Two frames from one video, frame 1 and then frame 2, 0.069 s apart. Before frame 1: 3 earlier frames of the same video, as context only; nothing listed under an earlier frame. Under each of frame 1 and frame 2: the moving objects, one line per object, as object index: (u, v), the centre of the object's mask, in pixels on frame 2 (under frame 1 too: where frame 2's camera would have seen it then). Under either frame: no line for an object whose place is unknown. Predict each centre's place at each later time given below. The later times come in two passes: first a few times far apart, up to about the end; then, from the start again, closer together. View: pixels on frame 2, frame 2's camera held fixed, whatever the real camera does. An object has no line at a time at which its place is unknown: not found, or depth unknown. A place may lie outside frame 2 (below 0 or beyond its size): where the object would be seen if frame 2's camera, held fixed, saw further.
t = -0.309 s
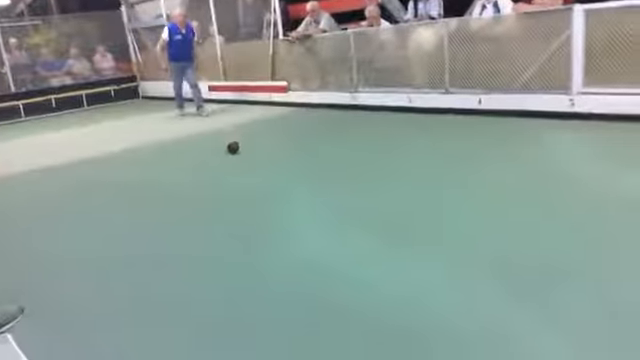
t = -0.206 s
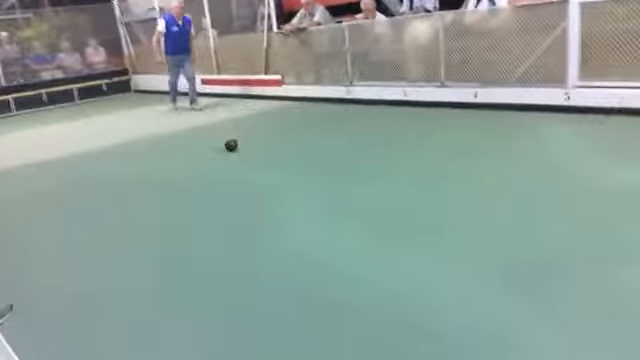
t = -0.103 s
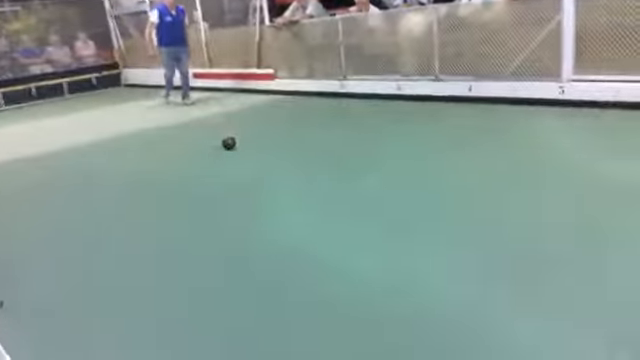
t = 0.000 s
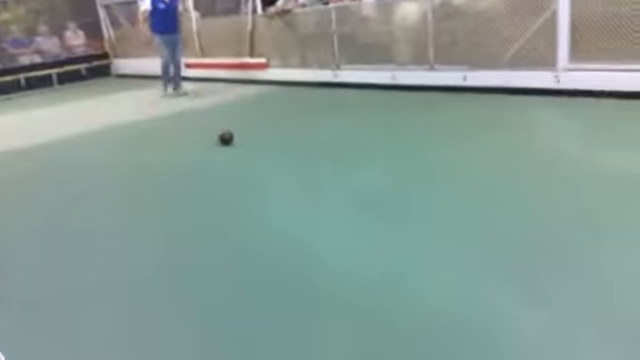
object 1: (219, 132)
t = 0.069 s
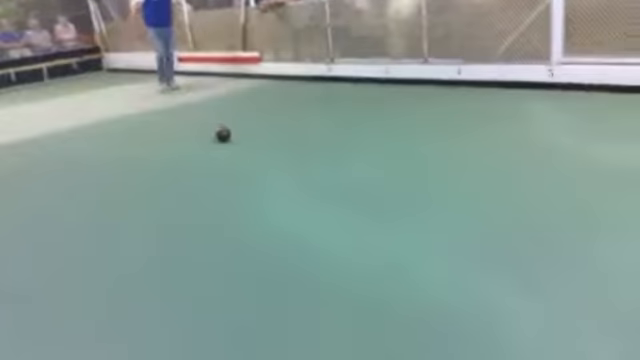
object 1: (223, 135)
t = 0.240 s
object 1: (233, 142)
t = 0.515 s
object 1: (253, 154)
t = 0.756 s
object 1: (275, 171)
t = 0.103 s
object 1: (225, 136)
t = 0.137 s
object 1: (227, 137)
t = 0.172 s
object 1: (229, 138)
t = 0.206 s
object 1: (231, 140)
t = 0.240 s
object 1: (233, 142)
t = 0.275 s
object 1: (236, 143)
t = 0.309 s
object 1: (238, 144)
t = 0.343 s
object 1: (240, 146)
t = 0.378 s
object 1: (243, 147)
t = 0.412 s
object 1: (245, 149)
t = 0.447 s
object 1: (248, 151)
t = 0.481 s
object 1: (251, 152)
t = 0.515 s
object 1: (253, 154)
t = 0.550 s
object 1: (256, 156)
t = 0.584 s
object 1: (259, 158)
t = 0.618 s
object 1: (262, 160)
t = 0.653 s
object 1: (265, 161)
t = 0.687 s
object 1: (269, 167)
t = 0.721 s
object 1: (272, 169)
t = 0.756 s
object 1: (275, 171)
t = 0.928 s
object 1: (293, 182)
